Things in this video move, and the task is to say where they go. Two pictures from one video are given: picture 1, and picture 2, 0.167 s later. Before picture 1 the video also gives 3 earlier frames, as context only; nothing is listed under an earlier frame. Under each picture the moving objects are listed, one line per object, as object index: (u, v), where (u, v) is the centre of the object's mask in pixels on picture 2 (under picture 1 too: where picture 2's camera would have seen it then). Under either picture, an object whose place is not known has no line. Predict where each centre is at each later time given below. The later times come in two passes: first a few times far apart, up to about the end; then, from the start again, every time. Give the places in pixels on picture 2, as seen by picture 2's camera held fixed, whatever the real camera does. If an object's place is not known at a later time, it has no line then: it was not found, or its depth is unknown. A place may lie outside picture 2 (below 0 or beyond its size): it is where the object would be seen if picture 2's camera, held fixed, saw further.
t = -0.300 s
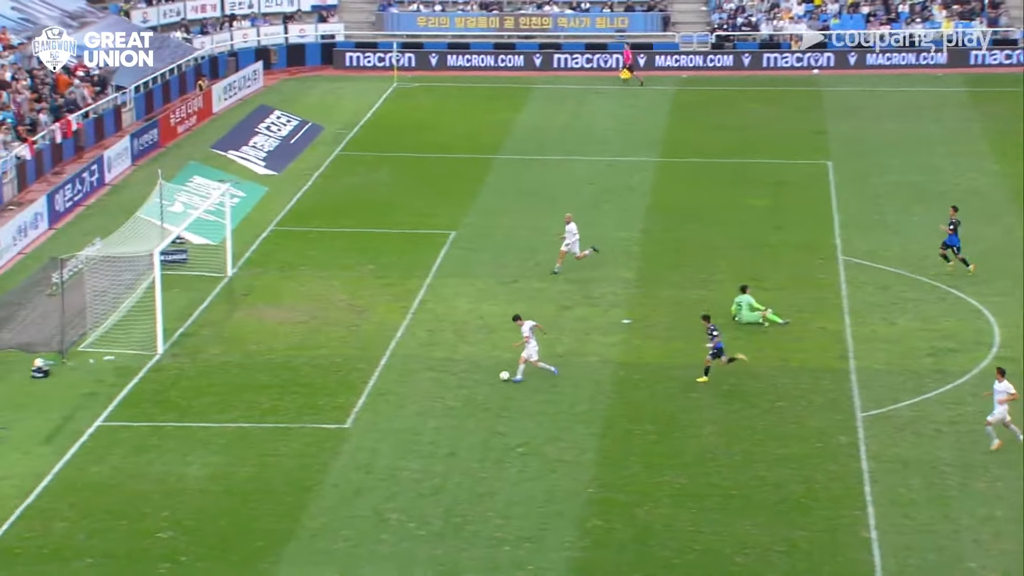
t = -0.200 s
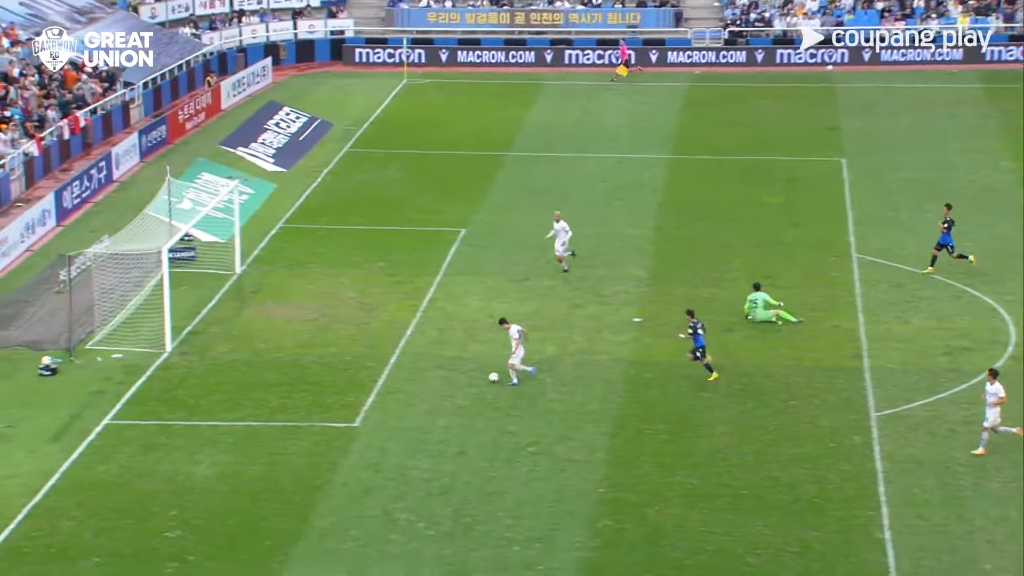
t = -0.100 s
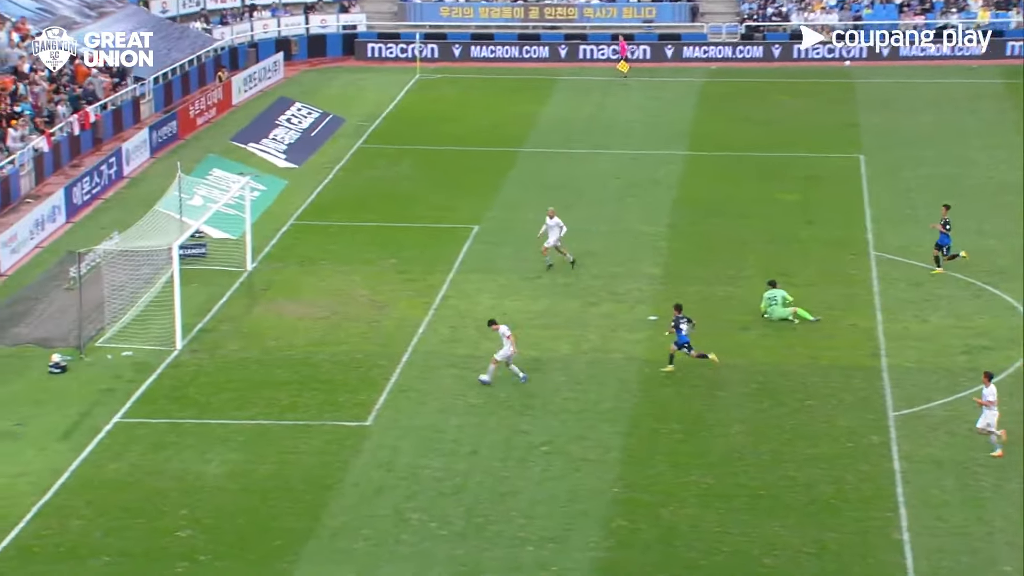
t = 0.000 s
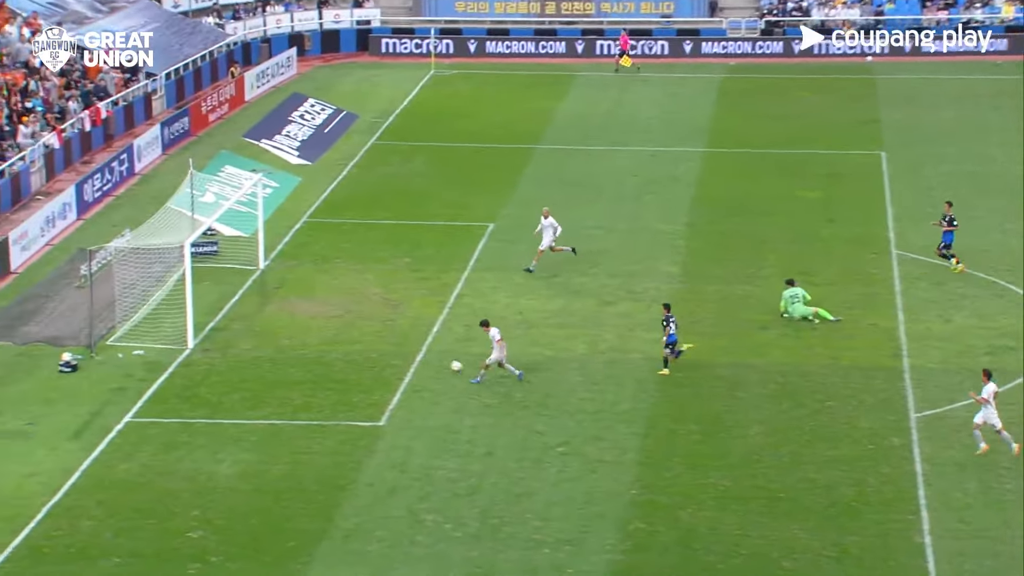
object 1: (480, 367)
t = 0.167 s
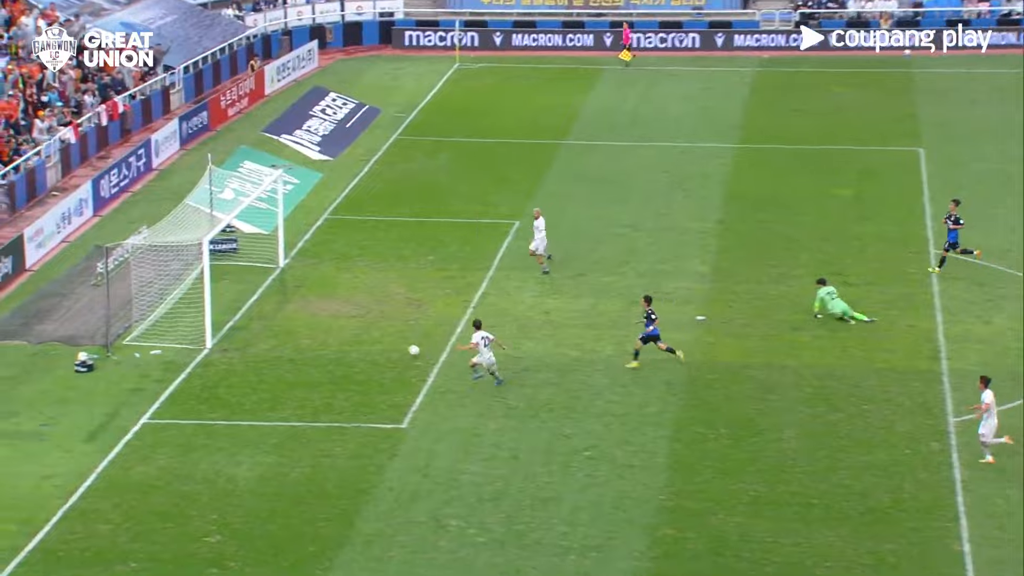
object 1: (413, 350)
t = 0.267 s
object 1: (378, 339)
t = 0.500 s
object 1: (305, 324)
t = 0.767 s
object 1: (231, 312)
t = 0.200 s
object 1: (402, 346)
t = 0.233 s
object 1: (390, 342)
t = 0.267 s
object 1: (378, 339)
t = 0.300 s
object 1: (367, 336)
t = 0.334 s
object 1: (356, 335)
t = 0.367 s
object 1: (345, 333)
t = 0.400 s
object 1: (335, 333)
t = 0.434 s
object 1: (324, 331)
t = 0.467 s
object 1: (315, 327)
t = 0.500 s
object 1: (305, 324)
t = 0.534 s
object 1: (296, 321)
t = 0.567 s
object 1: (286, 319)
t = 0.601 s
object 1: (277, 317)
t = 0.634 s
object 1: (268, 317)
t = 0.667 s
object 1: (259, 316)
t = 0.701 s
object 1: (250, 316)
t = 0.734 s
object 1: (240, 316)
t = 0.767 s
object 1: (231, 312)
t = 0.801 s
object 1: (222, 310)
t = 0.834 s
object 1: (213, 309)
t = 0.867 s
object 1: (201, 308)
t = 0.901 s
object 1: (196, 307)
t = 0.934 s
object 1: (188, 304)
